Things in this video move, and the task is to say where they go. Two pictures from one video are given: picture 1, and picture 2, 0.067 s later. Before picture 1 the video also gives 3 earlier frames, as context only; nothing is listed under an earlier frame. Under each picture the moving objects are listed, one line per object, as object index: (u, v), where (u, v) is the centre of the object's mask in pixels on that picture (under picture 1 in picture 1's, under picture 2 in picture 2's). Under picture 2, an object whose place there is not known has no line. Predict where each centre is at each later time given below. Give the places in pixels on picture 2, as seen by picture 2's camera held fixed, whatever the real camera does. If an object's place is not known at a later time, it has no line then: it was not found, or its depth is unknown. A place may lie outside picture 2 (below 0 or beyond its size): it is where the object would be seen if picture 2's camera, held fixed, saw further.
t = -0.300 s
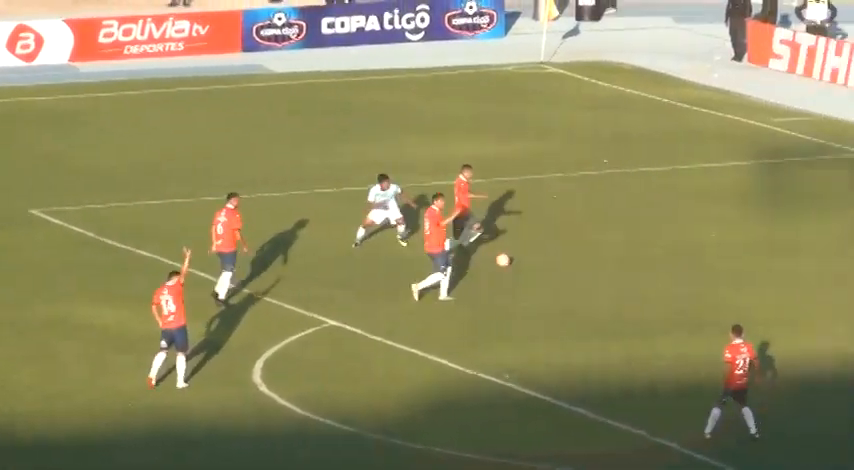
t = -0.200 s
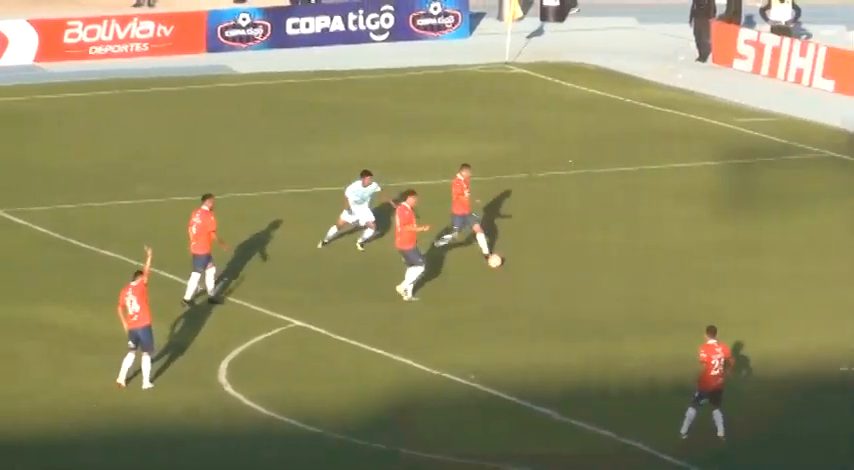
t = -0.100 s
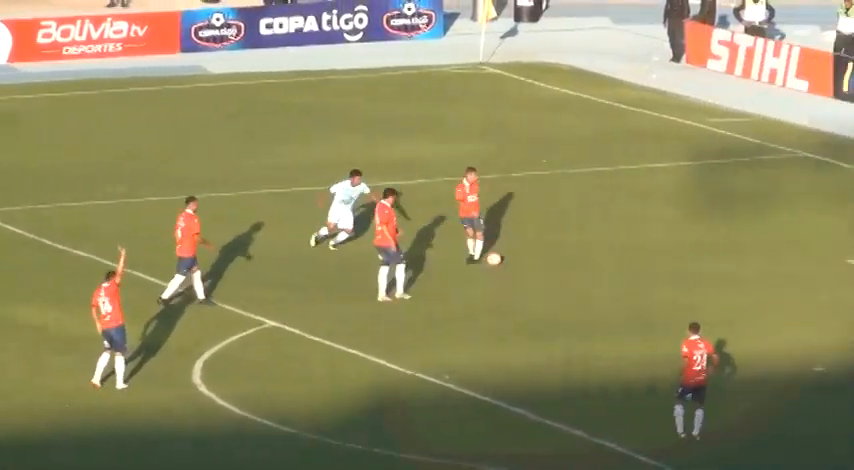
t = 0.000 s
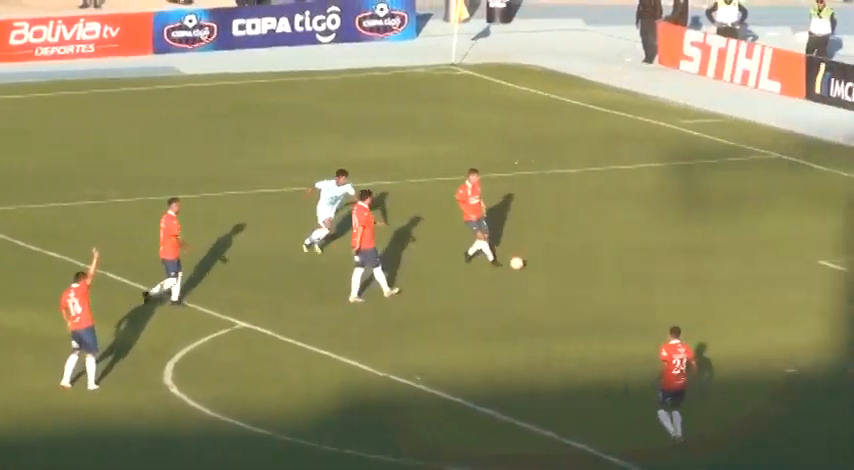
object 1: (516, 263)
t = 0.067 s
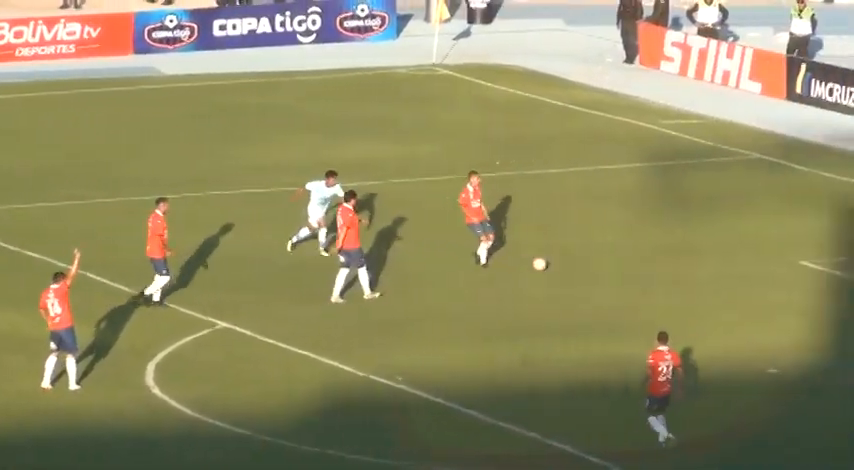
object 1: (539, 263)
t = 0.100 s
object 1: (560, 265)
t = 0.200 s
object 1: (622, 273)
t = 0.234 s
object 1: (639, 272)
